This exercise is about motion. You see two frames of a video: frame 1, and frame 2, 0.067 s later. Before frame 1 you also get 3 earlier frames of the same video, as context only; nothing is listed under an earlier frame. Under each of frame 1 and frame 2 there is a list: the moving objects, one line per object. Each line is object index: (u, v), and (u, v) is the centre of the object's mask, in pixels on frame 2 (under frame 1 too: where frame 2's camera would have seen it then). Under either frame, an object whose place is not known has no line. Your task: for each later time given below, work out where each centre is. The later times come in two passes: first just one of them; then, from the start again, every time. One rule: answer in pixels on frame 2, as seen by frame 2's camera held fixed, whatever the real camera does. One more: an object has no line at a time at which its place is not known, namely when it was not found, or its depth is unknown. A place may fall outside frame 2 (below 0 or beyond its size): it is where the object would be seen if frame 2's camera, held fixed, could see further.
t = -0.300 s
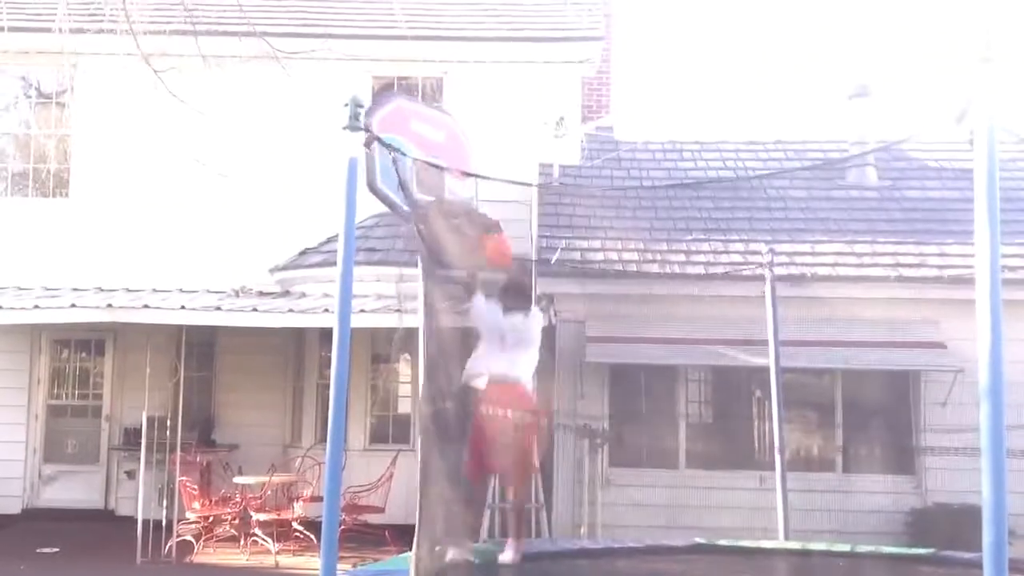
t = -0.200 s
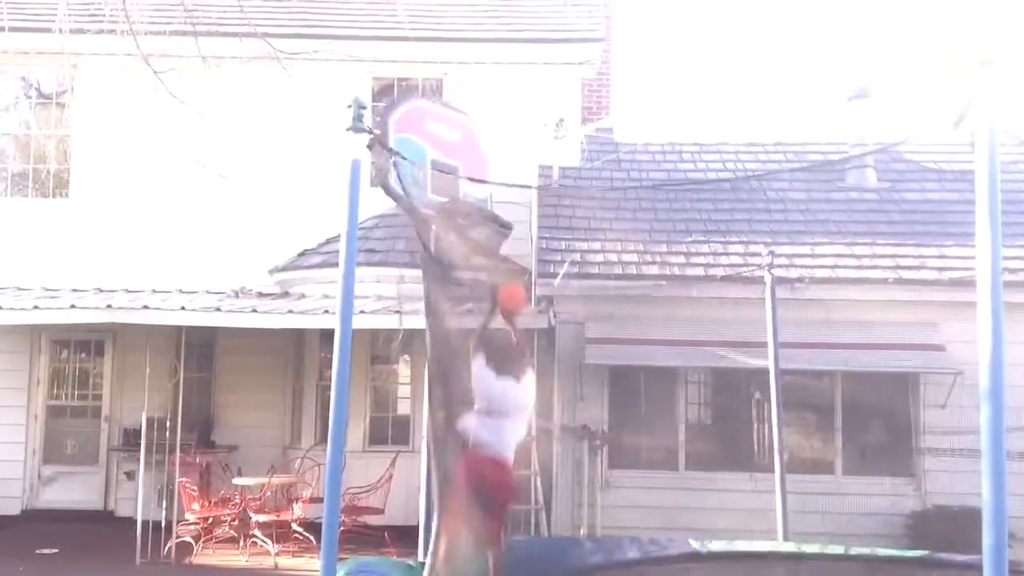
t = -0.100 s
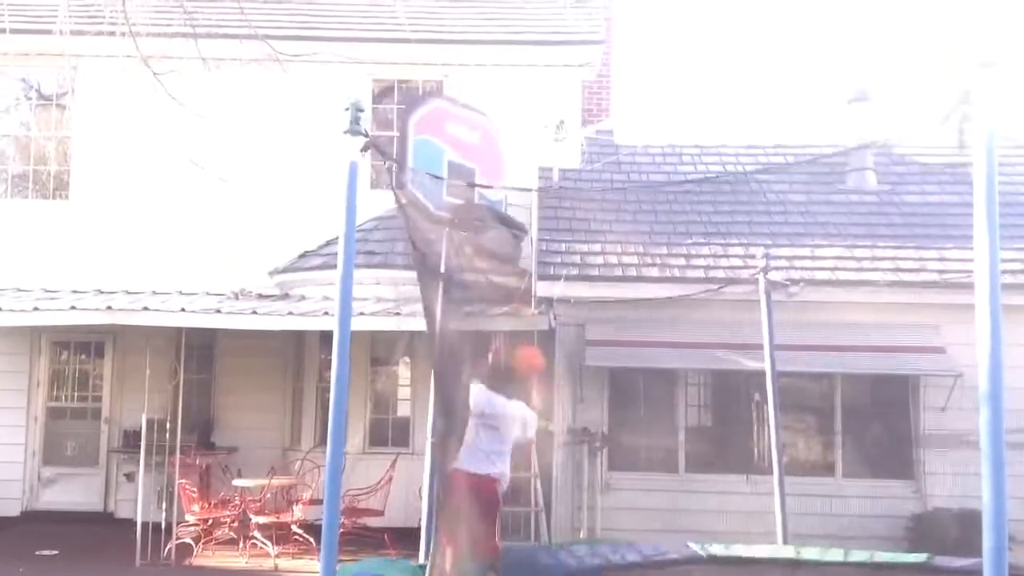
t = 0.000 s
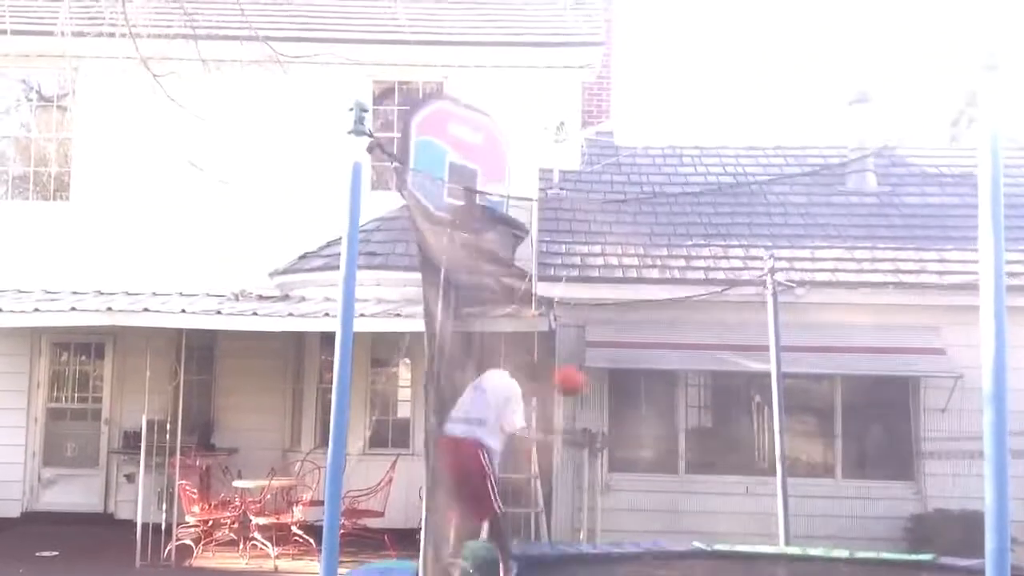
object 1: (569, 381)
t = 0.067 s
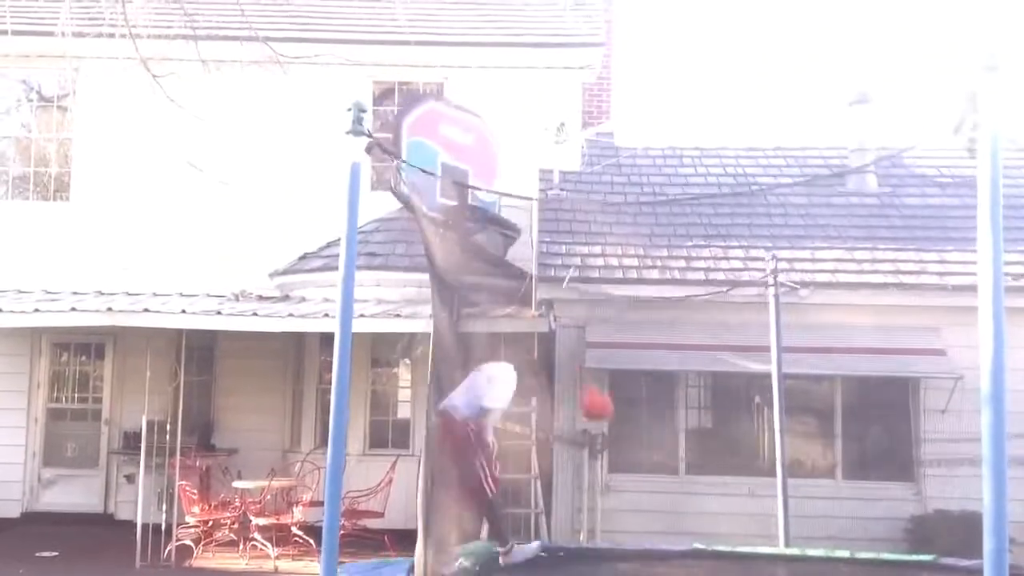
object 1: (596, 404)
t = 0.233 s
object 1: (670, 518)
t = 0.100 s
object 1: (612, 421)
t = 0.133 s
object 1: (626, 440)
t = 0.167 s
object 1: (641, 462)
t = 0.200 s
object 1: (655, 489)
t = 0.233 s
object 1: (670, 518)
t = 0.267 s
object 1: (686, 551)
